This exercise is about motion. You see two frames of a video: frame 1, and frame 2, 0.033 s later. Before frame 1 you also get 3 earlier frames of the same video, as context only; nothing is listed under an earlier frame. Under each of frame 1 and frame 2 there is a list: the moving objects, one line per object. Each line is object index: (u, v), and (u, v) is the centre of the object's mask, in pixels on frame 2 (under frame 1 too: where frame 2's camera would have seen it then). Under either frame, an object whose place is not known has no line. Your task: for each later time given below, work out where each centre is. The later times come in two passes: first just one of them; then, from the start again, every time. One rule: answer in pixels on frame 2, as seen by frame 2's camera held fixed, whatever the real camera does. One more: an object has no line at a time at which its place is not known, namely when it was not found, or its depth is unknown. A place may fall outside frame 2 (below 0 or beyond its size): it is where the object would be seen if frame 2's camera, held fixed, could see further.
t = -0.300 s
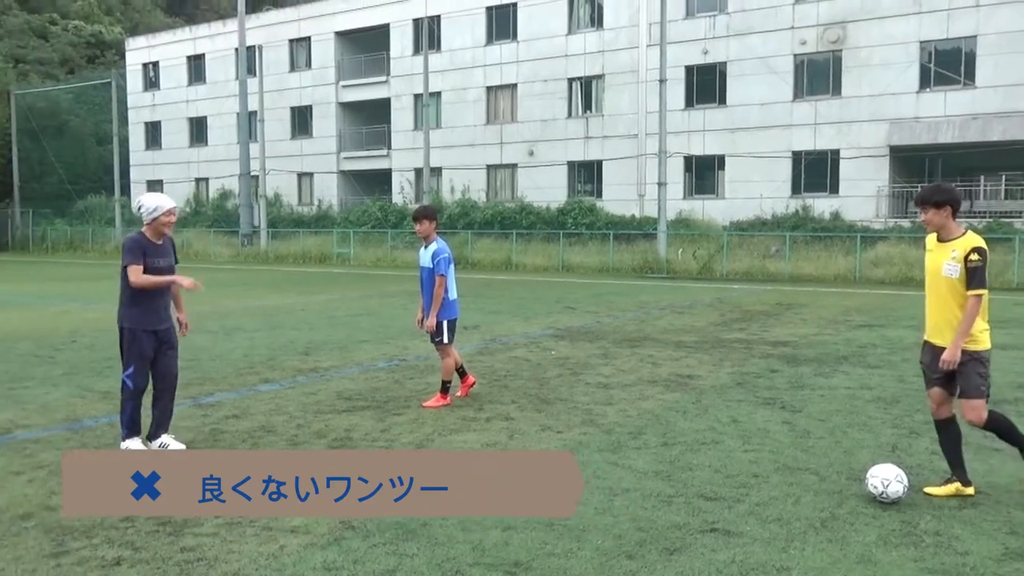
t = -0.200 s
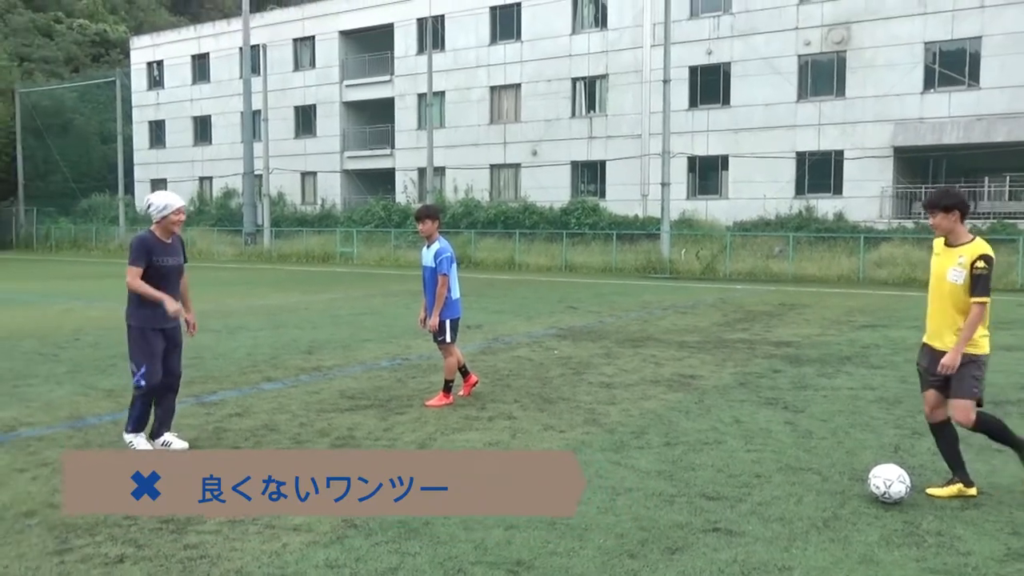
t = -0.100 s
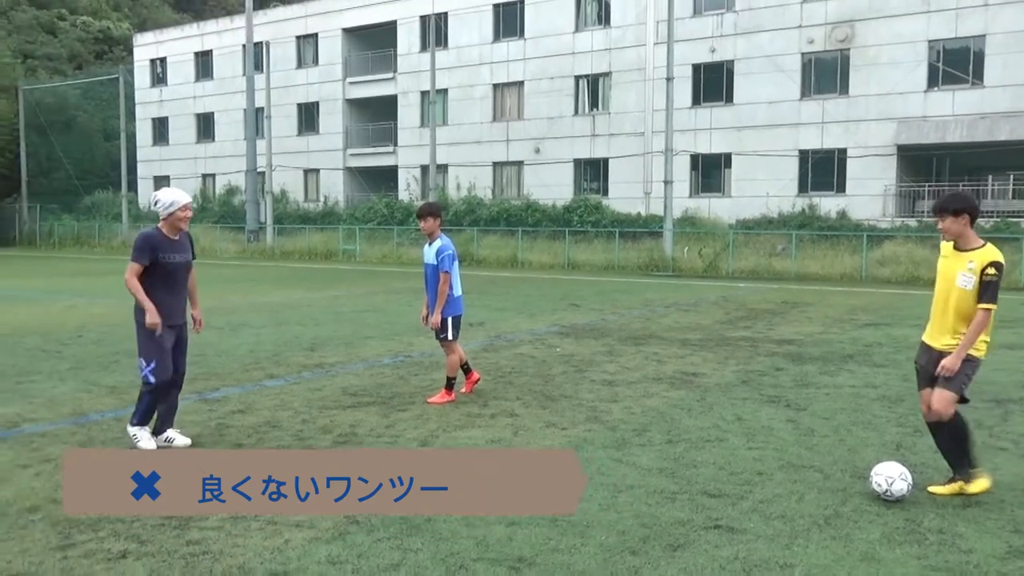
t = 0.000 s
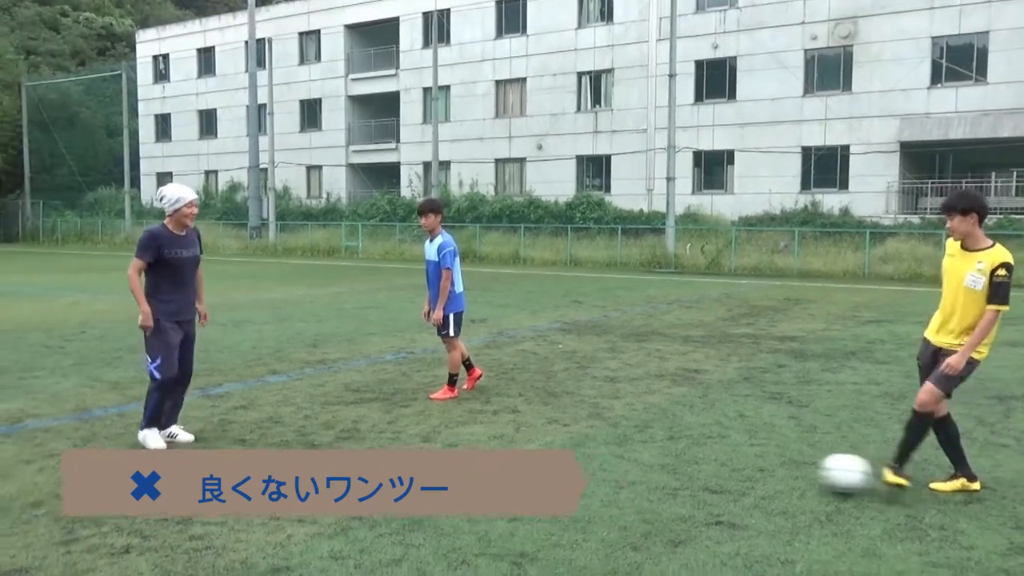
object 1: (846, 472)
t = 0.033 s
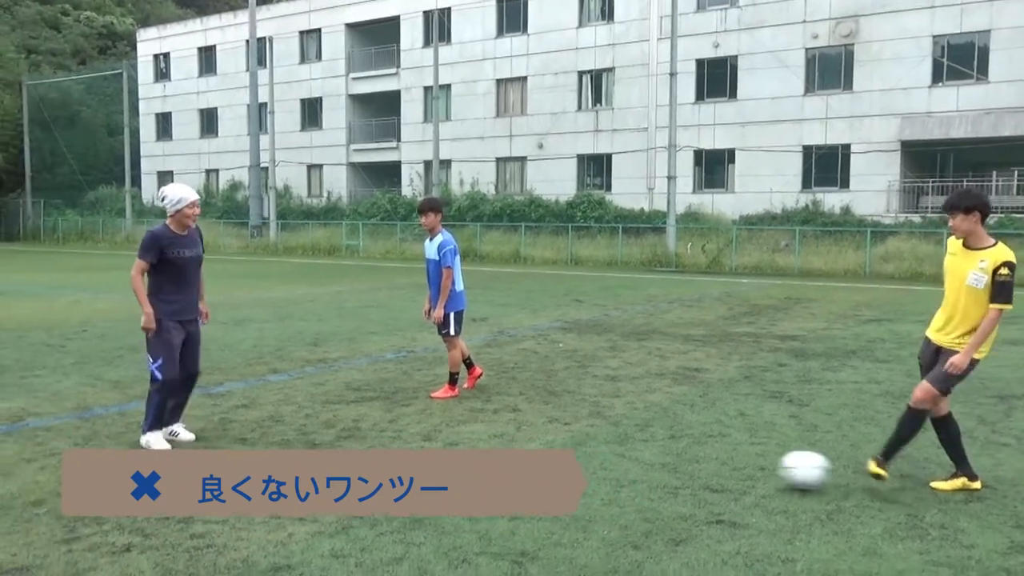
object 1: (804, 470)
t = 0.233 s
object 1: (590, 461)
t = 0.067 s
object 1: (764, 470)
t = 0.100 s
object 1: (726, 466)
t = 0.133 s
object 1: (691, 464)
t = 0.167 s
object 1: (655, 462)
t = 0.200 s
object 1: (620, 463)
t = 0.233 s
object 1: (590, 461)
